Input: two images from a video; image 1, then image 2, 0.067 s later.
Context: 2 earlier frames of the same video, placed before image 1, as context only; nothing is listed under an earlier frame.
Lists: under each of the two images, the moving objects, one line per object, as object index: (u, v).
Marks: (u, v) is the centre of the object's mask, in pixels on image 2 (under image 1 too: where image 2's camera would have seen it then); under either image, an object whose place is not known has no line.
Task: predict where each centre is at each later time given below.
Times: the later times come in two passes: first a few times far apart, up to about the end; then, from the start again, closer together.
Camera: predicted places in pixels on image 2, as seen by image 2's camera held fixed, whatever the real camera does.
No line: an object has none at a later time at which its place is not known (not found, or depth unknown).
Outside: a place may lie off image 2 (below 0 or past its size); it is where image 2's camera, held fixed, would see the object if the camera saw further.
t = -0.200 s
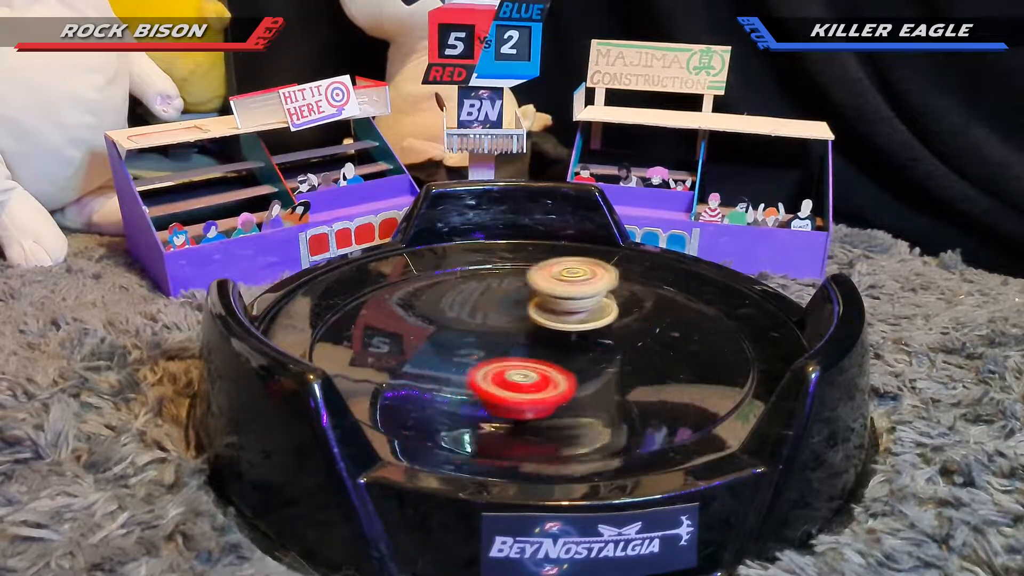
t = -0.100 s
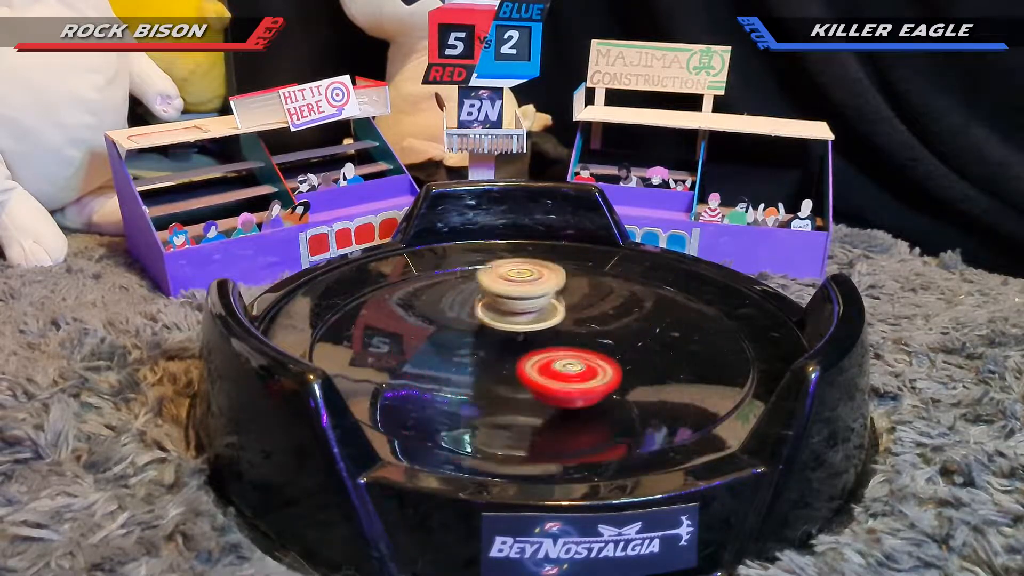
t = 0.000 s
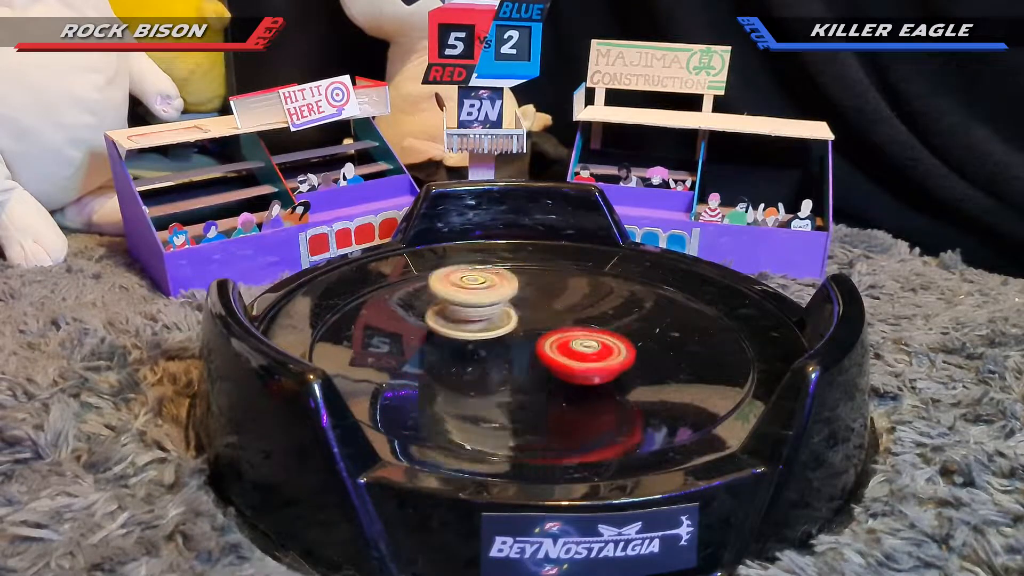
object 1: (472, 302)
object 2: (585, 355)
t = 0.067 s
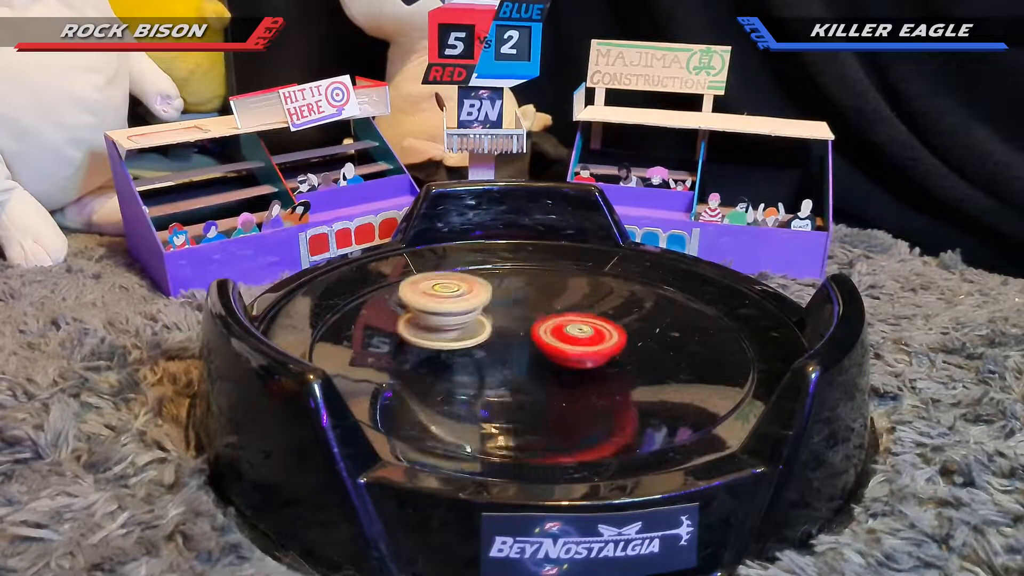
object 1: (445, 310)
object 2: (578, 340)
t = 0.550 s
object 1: (556, 384)
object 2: (463, 359)
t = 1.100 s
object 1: (597, 292)
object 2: (487, 337)
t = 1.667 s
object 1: (431, 363)
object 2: (556, 327)
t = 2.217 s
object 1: (658, 335)
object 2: (512, 356)
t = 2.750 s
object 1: (486, 298)
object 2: (523, 367)
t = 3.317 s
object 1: (533, 384)
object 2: (484, 344)
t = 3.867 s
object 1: (608, 311)
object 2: (517, 344)
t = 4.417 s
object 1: (443, 332)
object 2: (569, 359)
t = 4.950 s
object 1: (615, 367)
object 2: (510, 364)
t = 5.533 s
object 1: (544, 299)
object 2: (495, 375)
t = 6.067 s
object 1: (436, 348)
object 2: (533, 345)
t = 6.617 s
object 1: (629, 357)
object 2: (540, 345)
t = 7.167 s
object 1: (530, 310)
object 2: (554, 369)
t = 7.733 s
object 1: (403, 305)
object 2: (673, 386)
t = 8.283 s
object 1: (525, 329)
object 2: (629, 359)
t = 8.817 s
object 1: (476, 324)
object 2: (569, 347)
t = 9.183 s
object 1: (470, 328)
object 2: (542, 362)
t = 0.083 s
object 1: (439, 313)
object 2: (574, 336)
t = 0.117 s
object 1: (429, 318)
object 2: (565, 329)
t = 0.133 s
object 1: (425, 321)
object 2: (560, 326)
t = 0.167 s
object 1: (418, 328)
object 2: (548, 321)
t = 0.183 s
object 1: (416, 331)
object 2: (542, 319)
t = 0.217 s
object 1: (414, 338)
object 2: (527, 316)
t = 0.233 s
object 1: (414, 342)
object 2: (520, 315)
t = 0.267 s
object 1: (417, 349)
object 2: (506, 314)
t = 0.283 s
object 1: (419, 353)
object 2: (500, 314)
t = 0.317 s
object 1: (429, 361)
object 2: (488, 313)
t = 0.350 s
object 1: (441, 368)
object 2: (476, 312)
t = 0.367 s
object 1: (448, 371)
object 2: (469, 313)
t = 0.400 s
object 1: (464, 377)
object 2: (457, 317)
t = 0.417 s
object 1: (474, 379)
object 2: (452, 320)
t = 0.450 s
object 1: (494, 382)
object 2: (444, 330)
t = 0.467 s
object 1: (504, 383)
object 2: (442, 336)
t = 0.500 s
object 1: (525, 384)
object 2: (446, 346)
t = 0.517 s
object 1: (535, 384)
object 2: (450, 351)
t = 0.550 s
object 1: (556, 384)
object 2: (463, 359)
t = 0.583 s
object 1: (576, 381)
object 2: (477, 366)
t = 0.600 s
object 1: (585, 379)
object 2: (485, 369)
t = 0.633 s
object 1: (603, 374)
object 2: (501, 372)
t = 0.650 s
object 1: (612, 372)
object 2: (507, 373)
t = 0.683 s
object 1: (628, 366)
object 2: (521, 374)
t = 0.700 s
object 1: (635, 363)
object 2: (528, 374)
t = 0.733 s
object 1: (647, 356)
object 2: (539, 372)
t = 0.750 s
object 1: (653, 352)
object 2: (544, 370)
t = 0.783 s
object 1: (660, 344)
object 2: (551, 365)
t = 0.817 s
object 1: (665, 336)
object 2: (555, 359)
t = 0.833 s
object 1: (666, 333)
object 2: (556, 357)
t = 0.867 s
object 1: (666, 325)
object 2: (554, 351)
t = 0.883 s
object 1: (665, 321)
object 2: (553, 348)
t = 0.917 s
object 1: (662, 314)
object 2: (546, 343)
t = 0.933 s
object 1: (659, 311)
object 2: (542, 341)
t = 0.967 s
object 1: (650, 305)
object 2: (532, 337)
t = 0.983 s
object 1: (645, 302)
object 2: (526, 335)
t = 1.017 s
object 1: (633, 298)
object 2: (514, 334)
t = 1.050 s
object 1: (620, 295)
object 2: (502, 334)
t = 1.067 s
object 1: (613, 293)
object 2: (497, 334)
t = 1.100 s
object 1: (597, 292)
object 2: (487, 337)
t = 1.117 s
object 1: (590, 292)
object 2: (484, 339)
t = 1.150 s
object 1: (573, 292)
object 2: (479, 344)
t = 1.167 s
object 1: (565, 293)
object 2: (478, 347)
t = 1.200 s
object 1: (548, 294)
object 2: (480, 353)
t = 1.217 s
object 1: (540, 295)
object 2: (482, 355)
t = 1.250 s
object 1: (525, 298)
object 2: (491, 361)
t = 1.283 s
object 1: (510, 301)
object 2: (503, 366)
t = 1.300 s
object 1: (503, 303)
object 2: (509, 367)
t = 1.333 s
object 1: (489, 307)
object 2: (524, 369)
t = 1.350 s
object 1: (483, 309)
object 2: (532, 369)
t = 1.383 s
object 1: (470, 314)
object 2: (546, 367)
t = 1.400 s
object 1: (464, 316)
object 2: (553, 366)
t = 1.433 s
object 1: (453, 321)
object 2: (564, 362)
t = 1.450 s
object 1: (447, 323)
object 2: (569, 360)
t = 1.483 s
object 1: (439, 329)
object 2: (576, 355)
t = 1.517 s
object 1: (432, 334)
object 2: (580, 349)
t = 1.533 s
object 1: (430, 337)
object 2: (580, 346)
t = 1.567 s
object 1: (426, 343)
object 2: (579, 341)
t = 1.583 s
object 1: (425, 346)
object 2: (577, 338)
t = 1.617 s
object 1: (425, 353)
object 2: (571, 333)
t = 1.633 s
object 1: (426, 356)
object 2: (567, 331)
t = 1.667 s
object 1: (431, 363)
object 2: (556, 327)
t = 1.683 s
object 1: (436, 366)
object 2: (550, 326)
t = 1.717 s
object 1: (446, 372)
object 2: (539, 325)
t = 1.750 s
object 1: (459, 377)
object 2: (528, 325)
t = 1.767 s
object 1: (467, 379)
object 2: (523, 325)
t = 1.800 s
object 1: (484, 383)
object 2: (514, 324)
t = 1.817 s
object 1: (494, 384)
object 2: (509, 325)
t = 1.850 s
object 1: (512, 385)
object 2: (498, 327)
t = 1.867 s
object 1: (522, 386)
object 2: (493, 331)
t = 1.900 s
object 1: (540, 385)
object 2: (485, 341)
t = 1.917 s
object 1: (550, 384)
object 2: (484, 348)
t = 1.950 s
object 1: (566, 381)
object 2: (490, 356)
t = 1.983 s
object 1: (584, 378)
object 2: (499, 361)
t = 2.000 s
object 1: (593, 376)
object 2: (504, 362)
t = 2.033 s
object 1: (611, 372)
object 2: (511, 362)
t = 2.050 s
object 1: (622, 369)
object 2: (512, 362)
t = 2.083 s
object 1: (635, 363)
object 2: (512, 361)
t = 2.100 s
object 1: (640, 360)
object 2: (512, 360)
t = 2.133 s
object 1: (648, 353)
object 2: (512, 359)
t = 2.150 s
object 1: (651, 349)
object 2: (512, 358)
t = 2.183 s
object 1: (656, 342)
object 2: (512, 357)
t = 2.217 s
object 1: (658, 335)
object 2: (512, 356)
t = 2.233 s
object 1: (659, 331)
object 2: (512, 355)
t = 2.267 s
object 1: (657, 324)
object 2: (511, 353)
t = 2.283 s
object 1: (655, 321)
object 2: (511, 353)
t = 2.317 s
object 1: (650, 314)
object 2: (510, 352)
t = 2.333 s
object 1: (647, 311)
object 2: (510, 350)
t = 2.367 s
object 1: (639, 305)
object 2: (509, 349)
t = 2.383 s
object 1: (633, 303)
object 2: (509, 349)
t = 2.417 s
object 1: (622, 299)
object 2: (509, 348)
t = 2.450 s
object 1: (609, 295)
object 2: (508, 348)
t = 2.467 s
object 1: (603, 294)
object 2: (508, 347)
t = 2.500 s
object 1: (589, 292)
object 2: (508, 347)
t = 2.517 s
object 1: (581, 292)
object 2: (508, 347)
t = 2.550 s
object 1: (566, 292)
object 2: (509, 347)
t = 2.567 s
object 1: (559, 292)
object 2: (509, 347)
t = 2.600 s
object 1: (545, 292)
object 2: (510, 348)
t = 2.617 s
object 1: (538, 292)
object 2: (510, 349)
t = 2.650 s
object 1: (525, 291)
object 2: (507, 354)
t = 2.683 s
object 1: (513, 293)
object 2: (509, 358)
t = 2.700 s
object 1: (507, 294)
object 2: (511, 361)
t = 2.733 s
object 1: (493, 296)
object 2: (518, 365)
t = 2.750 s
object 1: (486, 298)
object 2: (523, 367)
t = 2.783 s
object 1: (475, 302)
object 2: (533, 370)
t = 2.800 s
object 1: (469, 304)
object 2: (539, 371)
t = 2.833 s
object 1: (459, 308)
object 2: (551, 371)
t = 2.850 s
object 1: (454, 311)
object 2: (556, 370)
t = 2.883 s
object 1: (446, 316)
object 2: (567, 368)
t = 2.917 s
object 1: (440, 322)
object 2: (576, 365)
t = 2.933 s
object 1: (438, 325)
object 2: (580, 363)
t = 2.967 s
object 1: (434, 332)
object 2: (584, 358)
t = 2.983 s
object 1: (433, 335)
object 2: (584, 356)
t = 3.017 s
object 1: (433, 341)
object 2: (581, 351)
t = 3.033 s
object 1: (434, 345)
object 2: (579, 348)
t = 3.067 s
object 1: (437, 352)
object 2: (572, 345)
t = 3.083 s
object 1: (440, 355)
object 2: (567, 343)
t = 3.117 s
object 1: (447, 361)
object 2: (557, 340)
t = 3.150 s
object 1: (457, 367)
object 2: (547, 339)
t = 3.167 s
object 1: (462, 370)
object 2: (544, 339)
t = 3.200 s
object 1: (475, 375)
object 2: (538, 337)
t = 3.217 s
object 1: (482, 377)
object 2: (533, 334)
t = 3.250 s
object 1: (498, 381)
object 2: (519, 331)
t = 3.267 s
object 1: (507, 383)
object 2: (508, 331)
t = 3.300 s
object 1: (525, 384)
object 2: (490, 337)
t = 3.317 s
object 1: (533, 384)
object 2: (484, 344)
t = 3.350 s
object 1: (550, 384)
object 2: (481, 356)
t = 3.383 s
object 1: (568, 383)
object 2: (489, 363)
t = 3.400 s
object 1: (577, 382)
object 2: (494, 365)
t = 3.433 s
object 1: (595, 380)
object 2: (501, 366)
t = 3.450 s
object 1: (602, 379)
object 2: (503, 367)
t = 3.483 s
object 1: (616, 374)
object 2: (506, 367)
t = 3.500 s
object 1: (622, 372)
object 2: (508, 368)
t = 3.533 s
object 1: (633, 366)
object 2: (511, 368)
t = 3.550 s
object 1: (637, 364)
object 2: (513, 368)
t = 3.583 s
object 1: (644, 358)
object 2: (518, 367)
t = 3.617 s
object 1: (649, 352)
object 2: (522, 366)
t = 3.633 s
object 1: (650, 349)
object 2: (525, 366)
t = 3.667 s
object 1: (650, 342)
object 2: (528, 363)
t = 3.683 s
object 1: (650, 339)
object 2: (530, 362)
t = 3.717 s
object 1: (647, 333)
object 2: (532, 358)
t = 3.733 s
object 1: (644, 330)
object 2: (532, 357)
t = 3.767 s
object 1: (638, 325)
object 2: (531, 353)
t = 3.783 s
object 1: (634, 322)
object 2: (530, 351)
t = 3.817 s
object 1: (625, 317)
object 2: (525, 348)
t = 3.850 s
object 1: (614, 313)
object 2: (520, 345)
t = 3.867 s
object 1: (608, 311)
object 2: (517, 344)
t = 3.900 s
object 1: (597, 307)
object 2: (511, 343)
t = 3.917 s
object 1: (590, 306)
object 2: (508, 343)
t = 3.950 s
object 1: (577, 303)
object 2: (504, 343)
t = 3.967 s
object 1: (572, 301)
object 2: (501, 343)
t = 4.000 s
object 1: (561, 299)
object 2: (493, 346)
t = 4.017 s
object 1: (556, 298)
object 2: (490, 348)
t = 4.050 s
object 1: (543, 297)
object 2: (486, 352)
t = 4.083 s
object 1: (529, 296)
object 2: (485, 356)
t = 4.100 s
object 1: (522, 296)
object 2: (486, 359)
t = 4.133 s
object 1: (509, 296)
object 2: (490, 363)
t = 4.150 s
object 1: (503, 297)
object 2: (493, 366)
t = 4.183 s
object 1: (491, 299)
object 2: (501, 369)
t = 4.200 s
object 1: (486, 300)
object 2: (506, 371)
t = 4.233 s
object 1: (474, 304)
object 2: (518, 372)
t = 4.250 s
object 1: (470, 305)
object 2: (524, 373)
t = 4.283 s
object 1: (460, 309)
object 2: (536, 372)
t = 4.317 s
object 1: (453, 315)
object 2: (547, 370)
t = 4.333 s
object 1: (450, 317)
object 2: (553, 369)
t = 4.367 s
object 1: (446, 323)
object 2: (561, 366)
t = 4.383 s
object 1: (445, 326)
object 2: (564, 363)
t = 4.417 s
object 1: (443, 332)
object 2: (569, 359)
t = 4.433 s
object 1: (443, 335)
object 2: (570, 356)
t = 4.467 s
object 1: (445, 342)
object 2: (571, 351)
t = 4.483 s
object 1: (446, 345)
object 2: (570, 349)
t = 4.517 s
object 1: (451, 351)
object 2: (566, 344)
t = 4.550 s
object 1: (457, 357)
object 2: (560, 340)
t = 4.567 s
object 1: (462, 360)
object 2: (557, 338)
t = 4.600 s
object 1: (471, 365)
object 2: (552, 334)
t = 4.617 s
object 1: (477, 368)
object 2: (550, 332)
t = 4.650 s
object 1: (489, 372)
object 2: (542, 326)
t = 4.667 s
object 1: (496, 374)
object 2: (535, 324)
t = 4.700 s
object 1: (510, 378)
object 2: (519, 322)
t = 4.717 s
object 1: (518, 379)
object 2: (511, 322)
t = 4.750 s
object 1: (533, 380)
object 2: (498, 327)
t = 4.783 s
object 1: (550, 381)
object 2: (489, 335)
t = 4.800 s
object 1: (558, 381)
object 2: (487, 340)
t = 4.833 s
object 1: (573, 380)
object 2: (489, 347)
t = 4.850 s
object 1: (581, 378)
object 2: (490, 350)
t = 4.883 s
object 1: (594, 375)
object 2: (495, 355)
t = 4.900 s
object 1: (600, 373)
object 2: (498, 358)
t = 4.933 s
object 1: (611, 369)
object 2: (506, 362)
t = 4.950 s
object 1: (615, 367)
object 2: (510, 364)
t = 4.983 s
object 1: (622, 362)
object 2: (519, 367)
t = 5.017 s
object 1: (632, 357)
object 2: (524, 368)
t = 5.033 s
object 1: (635, 354)
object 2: (526, 369)
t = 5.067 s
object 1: (637, 349)
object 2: (531, 369)
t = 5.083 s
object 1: (638, 345)
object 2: (534, 368)
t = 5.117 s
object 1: (638, 339)
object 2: (538, 367)
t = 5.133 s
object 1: (638, 337)
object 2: (541, 366)
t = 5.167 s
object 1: (639, 330)
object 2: (537, 365)
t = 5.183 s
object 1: (641, 326)
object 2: (532, 365)
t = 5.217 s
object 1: (641, 320)
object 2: (523, 365)
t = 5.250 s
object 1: (637, 316)
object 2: (514, 364)
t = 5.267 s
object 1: (634, 313)
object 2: (509, 365)
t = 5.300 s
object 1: (626, 308)
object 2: (501, 365)
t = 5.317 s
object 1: (622, 306)
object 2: (497, 366)
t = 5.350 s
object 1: (612, 302)
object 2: (490, 367)
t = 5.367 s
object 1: (607, 301)
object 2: (487, 368)
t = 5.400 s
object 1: (595, 299)
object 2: (484, 370)
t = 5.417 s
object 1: (589, 298)
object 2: (483, 371)
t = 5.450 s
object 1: (576, 297)
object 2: (484, 373)
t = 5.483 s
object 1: (563, 297)
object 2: (488, 374)
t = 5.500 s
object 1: (557, 297)
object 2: (490, 375)
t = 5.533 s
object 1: (544, 299)
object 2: (495, 375)
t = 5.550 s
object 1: (538, 299)
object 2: (498, 375)
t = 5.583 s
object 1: (525, 301)
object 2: (504, 375)
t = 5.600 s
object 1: (519, 302)
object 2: (507, 374)
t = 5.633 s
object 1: (507, 305)
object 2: (511, 372)
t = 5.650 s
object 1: (501, 306)
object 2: (514, 370)
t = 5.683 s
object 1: (489, 308)
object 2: (519, 367)
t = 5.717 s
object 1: (479, 309)
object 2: (523, 367)
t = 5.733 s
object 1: (473, 308)
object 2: (526, 367)
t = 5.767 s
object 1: (464, 310)
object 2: (534, 367)
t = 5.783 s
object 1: (462, 311)
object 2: (537, 367)
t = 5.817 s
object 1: (454, 313)
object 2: (544, 365)
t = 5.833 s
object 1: (450, 315)
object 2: (547, 364)
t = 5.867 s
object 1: (442, 318)
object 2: (551, 362)
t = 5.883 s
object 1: (438, 320)
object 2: (553, 360)
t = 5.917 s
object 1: (432, 324)
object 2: (554, 357)
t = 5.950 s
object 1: (428, 328)
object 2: (553, 353)
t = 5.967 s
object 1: (427, 331)
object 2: (551, 351)
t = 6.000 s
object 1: (427, 337)
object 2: (547, 349)
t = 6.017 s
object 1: (428, 339)
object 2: (544, 347)
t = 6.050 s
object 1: (432, 345)
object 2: (537, 345)
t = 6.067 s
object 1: (436, 348)
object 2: (533, 345)
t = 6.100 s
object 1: (443, 353)
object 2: (530, 346)
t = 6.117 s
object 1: (448, 356)
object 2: (530, 346)
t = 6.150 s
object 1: (455, 362)
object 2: (532, 345)
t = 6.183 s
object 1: (464, 366)
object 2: (536, 342)
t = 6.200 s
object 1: (470, 368)
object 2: (538, 341)
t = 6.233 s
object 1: (483, 372)
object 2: (540, 336)
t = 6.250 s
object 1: (489, 374)
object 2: (540, 335)
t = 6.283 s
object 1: (504, 377)
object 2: (537, 328)
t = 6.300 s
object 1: (511, 377)
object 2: (534, 327)
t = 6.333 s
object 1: (526, 379)
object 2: (529, 325)
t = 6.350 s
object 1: (535, 379)
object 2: (526, 325)
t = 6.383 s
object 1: (549, 379)
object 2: (522, 327)
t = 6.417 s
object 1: (564, 379)
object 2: (520, 330)
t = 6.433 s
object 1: (571, 378)
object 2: (520, 333)
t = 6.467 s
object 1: (584, 375)
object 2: (521, 336)
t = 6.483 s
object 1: (591, 374)
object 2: (523, 338)
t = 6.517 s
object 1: (603, 371)
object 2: (527, 340)
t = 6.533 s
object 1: (608, 369)
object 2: (529, 341)
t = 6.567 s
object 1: (618, 364)
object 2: (534, 343)
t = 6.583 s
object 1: (622, 362)
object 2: (536, 344)
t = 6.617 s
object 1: (629, 357)
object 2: (540, 345)
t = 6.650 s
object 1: (633, 352)
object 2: (544, 346)
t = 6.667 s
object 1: (637, 350)
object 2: (544, 345)
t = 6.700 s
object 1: (644, 346)
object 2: (539, 343)
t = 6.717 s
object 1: (645, 343)
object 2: (536, 343)
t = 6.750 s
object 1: (646, 338)
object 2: (529, 343)
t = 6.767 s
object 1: (645, 335)
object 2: (526, 343)
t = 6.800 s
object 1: (643, 331)
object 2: (520, 344)
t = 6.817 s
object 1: (641, 328)
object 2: (517, 345)
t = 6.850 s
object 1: (634, 324)
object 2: (513, 347)
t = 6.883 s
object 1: (626, 321)
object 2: (510, 350)
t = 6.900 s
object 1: (622, 319)
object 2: (510, 351)
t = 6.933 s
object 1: (611, 317)
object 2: (511, 355)
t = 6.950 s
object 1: (605, 316)
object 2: (513, 356)
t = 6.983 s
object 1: (595, 314)
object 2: (518, 359)
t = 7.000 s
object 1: (590, 314)
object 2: (520, 361)
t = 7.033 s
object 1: (577, 312)
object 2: (527, 363)
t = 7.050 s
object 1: (572, 311)
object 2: (530, 364)
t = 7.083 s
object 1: (561, 310)
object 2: (535, 367)
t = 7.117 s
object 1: (549, 310)
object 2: (543, 369)
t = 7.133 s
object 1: (542, 310)
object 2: (546, 369)
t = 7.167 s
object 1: (530, 310)
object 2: (554, 369)
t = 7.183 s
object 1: (524, 310)
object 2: (557, 369)
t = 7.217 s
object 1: (513, 311)
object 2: (564, 367)
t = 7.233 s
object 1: (507, 310)
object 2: (566, 366)
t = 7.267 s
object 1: (496, 311)
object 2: (570, 363)
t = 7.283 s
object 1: (491, 312)
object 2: (570, 362)
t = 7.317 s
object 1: (480, 313)
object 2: (569, 359)
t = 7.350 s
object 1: (470, 315)
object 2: (567, 356)
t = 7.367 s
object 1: (466, 316)
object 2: (565, 355)
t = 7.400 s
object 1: (457, 318)
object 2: (559, 353)
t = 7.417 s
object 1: (453, 319)
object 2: (556, 352)
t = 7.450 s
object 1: (447, 323)
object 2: (549, 351)
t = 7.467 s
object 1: (444, 325)
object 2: (545, 350)
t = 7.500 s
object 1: (442, 330)
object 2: (537, 350)
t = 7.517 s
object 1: (437, 330)
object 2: (540, 353)
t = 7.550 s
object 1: (416, 324)
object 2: (564, 363)
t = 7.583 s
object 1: (402, 312)
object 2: (587, 373)
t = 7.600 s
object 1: (394, 311)
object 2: (600, 376)
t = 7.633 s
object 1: (387, 306)
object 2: (619, 381)
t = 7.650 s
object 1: (387, 305)
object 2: (631, 383)
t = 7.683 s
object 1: (389, 304)
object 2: (650, 385)
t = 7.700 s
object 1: (392, 304)
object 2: (659, 386)
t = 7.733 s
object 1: (403, 305)
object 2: (673, 386)
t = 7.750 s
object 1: (410, 306)
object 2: (679, 386)
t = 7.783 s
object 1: (423, 310)
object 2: (682, 384)
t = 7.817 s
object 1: (436, 314)
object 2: (685, 383)
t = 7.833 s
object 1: (443, 317)
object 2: (686, 383)
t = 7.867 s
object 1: (457, 323)
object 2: (690, 381)
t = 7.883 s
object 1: (463, 326)
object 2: (692, 380)
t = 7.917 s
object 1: (478, 332)
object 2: (696, 379)
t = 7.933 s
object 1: (484, 335)
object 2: (697, 378)
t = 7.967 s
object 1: (498, 339)
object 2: (696, 376)
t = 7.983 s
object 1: (505, 340)
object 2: (694, 375)
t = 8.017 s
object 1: (517, 341)
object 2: (690, 374)
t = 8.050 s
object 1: (526, 341)
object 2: (686, 373)
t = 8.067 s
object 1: (530, 340)
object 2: (683, 372)
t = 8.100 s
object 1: (534, 338)
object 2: (678, 371)
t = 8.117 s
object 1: (535, 337)
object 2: (675, 370)
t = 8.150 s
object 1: (535, 334)
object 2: (670, 369)
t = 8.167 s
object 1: (534, 333)
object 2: (667, 368)
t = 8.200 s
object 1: (532, 331)
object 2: (660, 366)
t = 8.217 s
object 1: (531, 331)
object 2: (656, 366)
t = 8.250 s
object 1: (528, 329)
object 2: (644, 362)
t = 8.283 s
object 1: (525, 329)
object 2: (629, 359)
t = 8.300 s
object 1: (524, 328)
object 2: (621, 359)
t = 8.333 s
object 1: (517, 325)
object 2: (608, 355)
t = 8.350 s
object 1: (511, 324)
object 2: (606, 355)
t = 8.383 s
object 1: (499, 322)
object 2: (601, 355)
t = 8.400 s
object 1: (496, 322)
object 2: (599, 355)
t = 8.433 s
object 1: (491, 322)
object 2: (595, 353)
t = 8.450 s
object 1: (488, 321)
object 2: (593, 352)
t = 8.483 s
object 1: (486, 321)
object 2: (586, 353)
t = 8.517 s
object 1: (483, 320)
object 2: (577, 349)
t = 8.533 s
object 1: (482, 320)
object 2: (574, 351)
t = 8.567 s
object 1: (475, 320)
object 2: (576, 351)
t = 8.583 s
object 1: (471, 320)
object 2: (577, 350)
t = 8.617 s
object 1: (467, 320)
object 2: (576, 350)
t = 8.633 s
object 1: (466, 321)
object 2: (573, 350)
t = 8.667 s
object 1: (464, 321)
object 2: (569, 349)
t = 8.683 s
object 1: (465, 322)
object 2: (568, 348)
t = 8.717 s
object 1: (465, 322)
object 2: (568, 348)
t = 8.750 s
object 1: (467, 322)
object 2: (570, 348)
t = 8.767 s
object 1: (469, 323)
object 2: (570, 348)
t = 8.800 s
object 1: (474, 324)
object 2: (570, 347)
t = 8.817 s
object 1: (476, 324)
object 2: (569, 347)
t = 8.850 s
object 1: (481, 327)
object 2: (564, 348)
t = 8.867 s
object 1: (481, 326)
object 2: (564, 350)
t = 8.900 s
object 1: (474, 324)
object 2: (569, 348)
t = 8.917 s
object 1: (474, 323)
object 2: (573, 354)
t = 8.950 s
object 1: (473, 323)
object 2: (574, 353)
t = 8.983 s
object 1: (474, 324)
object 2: (573, 355)
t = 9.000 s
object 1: (474, 324)
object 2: (571, 357)
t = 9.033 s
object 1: (474, 325)
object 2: (566, 360)
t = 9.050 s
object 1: (474, 325)
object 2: (563, 360)
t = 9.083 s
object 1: (474, 328)
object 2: (558, 361)
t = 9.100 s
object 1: (474, 328)
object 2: (554, 361)
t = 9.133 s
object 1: (473, 328)
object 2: (549, 361)
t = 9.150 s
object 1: (472, 328)
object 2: (547, 362)
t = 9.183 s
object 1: (470, 328)
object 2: (542, 362)
